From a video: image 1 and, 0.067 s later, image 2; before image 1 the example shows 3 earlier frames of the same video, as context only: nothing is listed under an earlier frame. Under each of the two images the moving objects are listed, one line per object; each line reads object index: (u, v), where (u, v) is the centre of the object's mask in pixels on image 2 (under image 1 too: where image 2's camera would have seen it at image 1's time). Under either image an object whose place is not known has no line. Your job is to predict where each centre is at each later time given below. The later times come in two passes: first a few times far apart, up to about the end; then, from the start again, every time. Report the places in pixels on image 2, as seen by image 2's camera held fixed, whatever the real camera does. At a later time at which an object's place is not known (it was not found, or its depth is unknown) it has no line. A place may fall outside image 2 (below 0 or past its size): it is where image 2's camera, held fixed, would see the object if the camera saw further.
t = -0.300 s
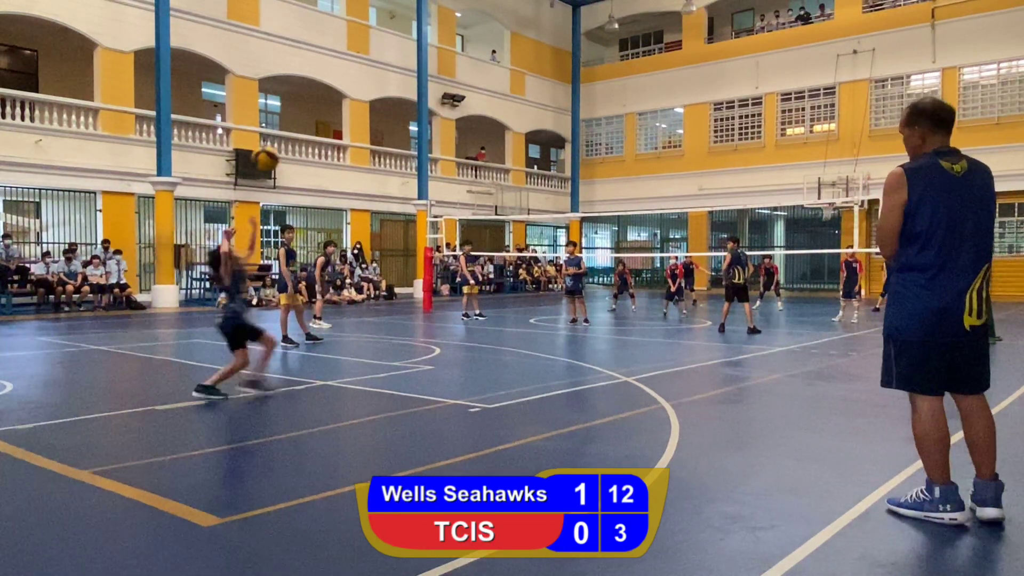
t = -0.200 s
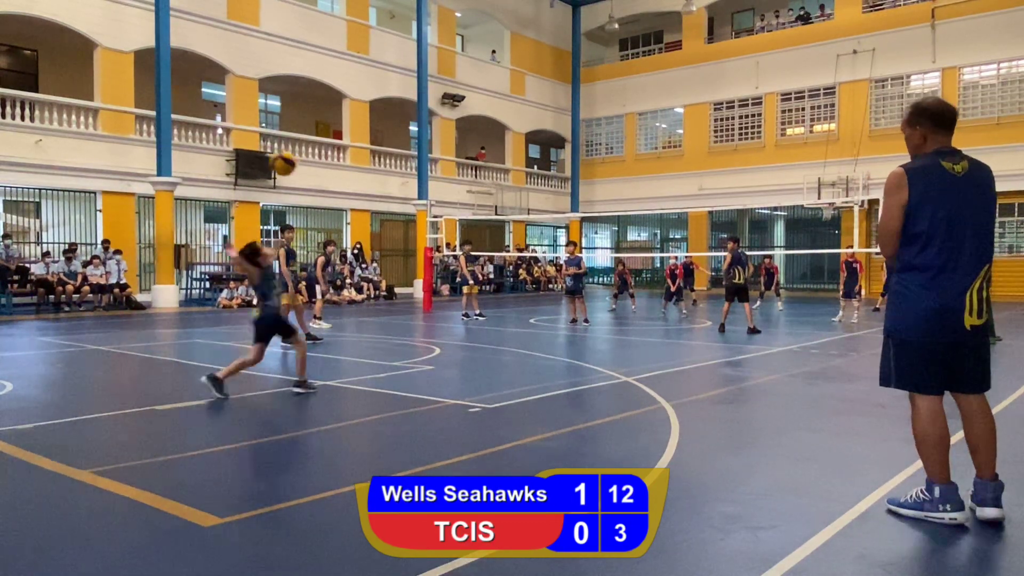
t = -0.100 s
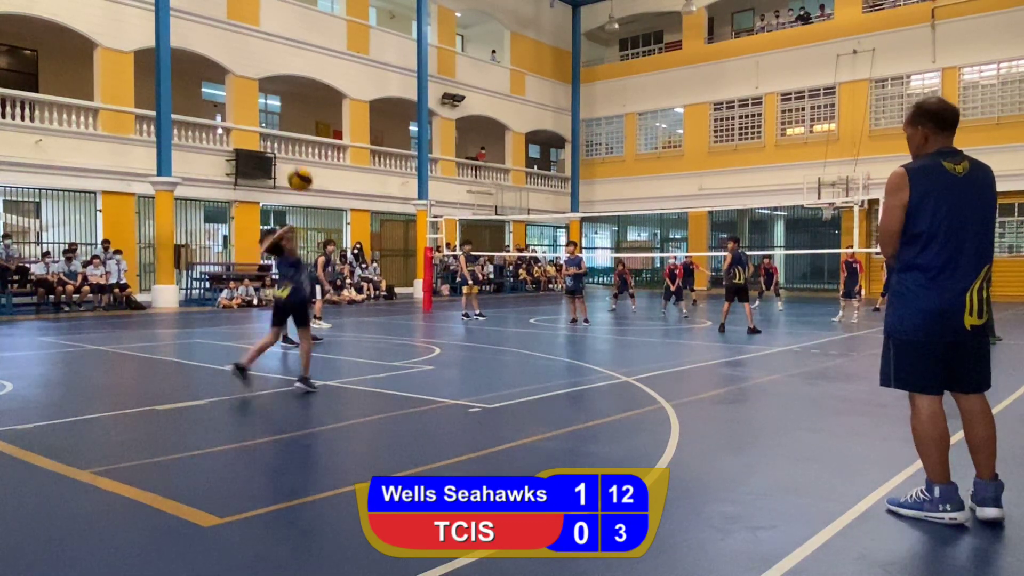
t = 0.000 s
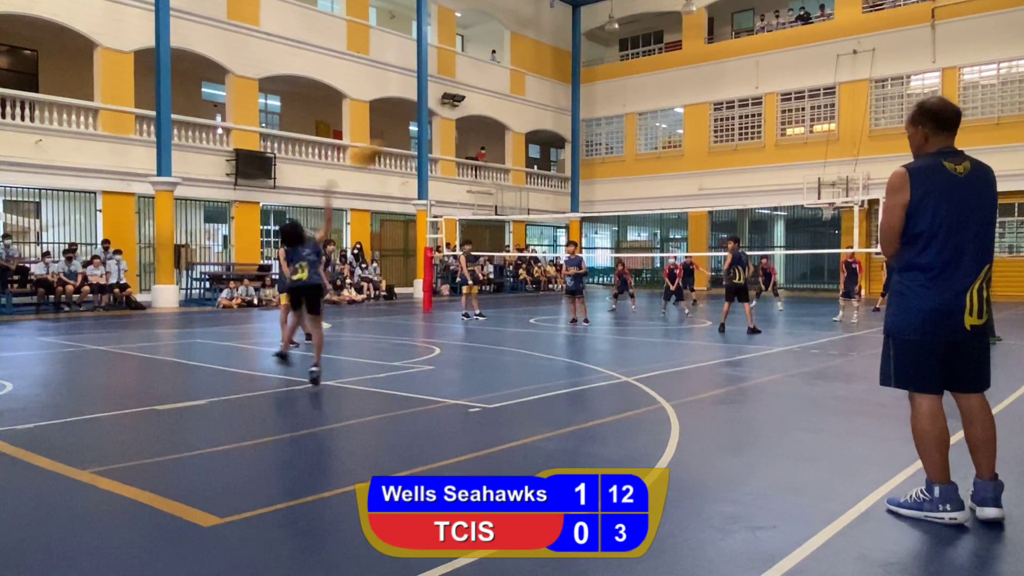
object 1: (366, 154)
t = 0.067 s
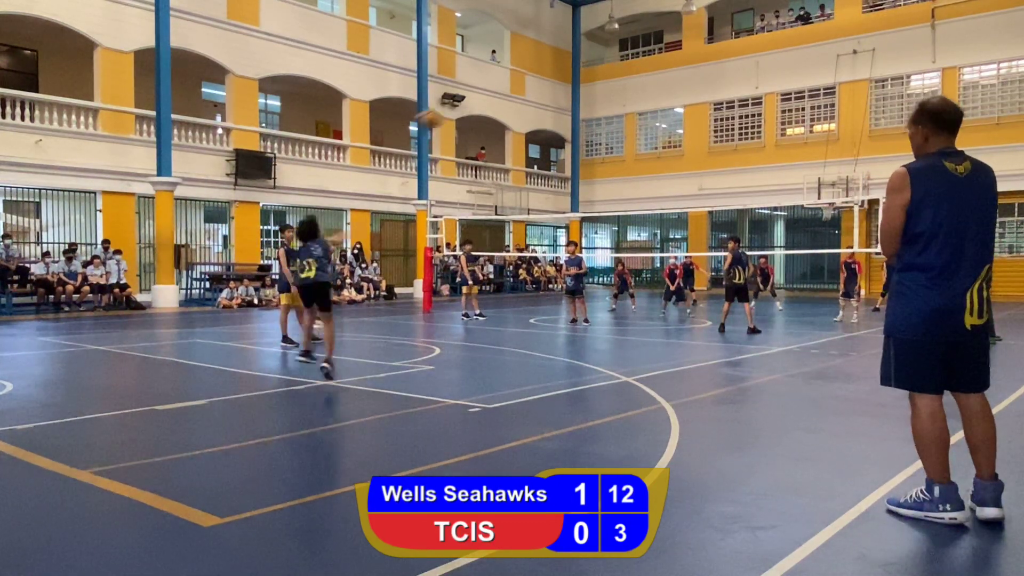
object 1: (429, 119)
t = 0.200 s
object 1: (529, 75)
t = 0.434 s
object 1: (641, 48)
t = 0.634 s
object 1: (704, 55)
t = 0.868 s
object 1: (761, 85)
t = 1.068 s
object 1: (798, 122)
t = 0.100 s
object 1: (455, 103)
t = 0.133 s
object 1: (485, 94)
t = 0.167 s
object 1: (509, 84)
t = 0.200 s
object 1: (529, 75)
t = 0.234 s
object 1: (549, 68)
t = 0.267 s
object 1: (567, 61)
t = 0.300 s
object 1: (585, 58)
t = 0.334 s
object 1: (600, 55)
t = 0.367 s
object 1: (615, 52)
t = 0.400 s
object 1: (628, 49)
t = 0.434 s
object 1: (641, 48)
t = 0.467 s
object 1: (655, 48)
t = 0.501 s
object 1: (665, 48)
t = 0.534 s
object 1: (675, 49)
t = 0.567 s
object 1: (686, 50)
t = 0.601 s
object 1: (696, 53)
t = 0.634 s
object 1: (704, 55)
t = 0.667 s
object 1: (713, 58)
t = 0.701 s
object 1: (722, 62)
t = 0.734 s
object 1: (731, 66)
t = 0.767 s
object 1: (740, 70)
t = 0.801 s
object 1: (747, 75)
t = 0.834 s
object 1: (755, 80)
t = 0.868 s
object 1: (761, 85)
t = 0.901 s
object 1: (769, 90)
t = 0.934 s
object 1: (774, 96)
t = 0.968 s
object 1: (780, 101)
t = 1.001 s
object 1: (786, 108)
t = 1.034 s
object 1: (793, 114)
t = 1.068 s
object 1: (798, 122)
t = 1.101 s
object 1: (800, 130)
